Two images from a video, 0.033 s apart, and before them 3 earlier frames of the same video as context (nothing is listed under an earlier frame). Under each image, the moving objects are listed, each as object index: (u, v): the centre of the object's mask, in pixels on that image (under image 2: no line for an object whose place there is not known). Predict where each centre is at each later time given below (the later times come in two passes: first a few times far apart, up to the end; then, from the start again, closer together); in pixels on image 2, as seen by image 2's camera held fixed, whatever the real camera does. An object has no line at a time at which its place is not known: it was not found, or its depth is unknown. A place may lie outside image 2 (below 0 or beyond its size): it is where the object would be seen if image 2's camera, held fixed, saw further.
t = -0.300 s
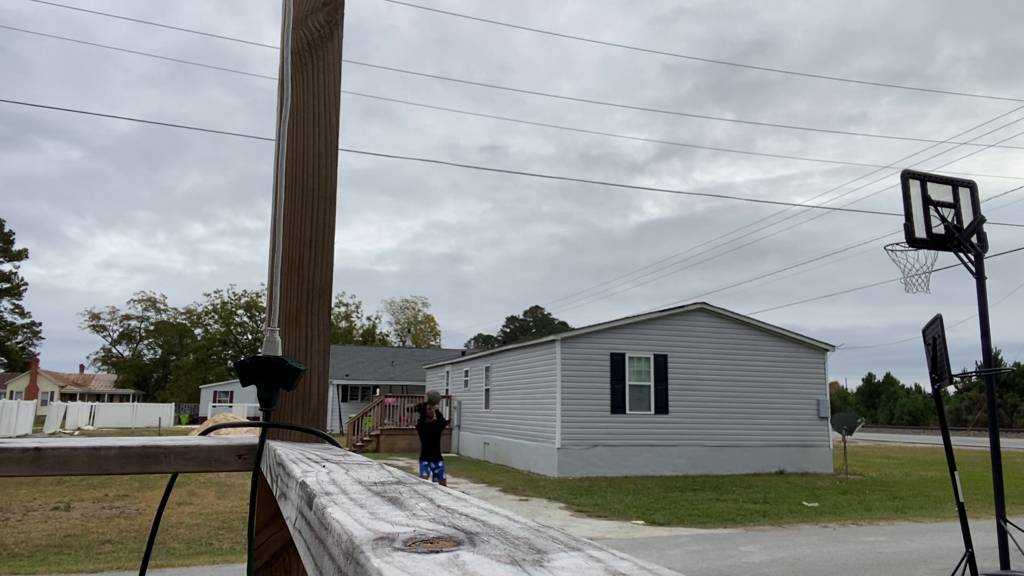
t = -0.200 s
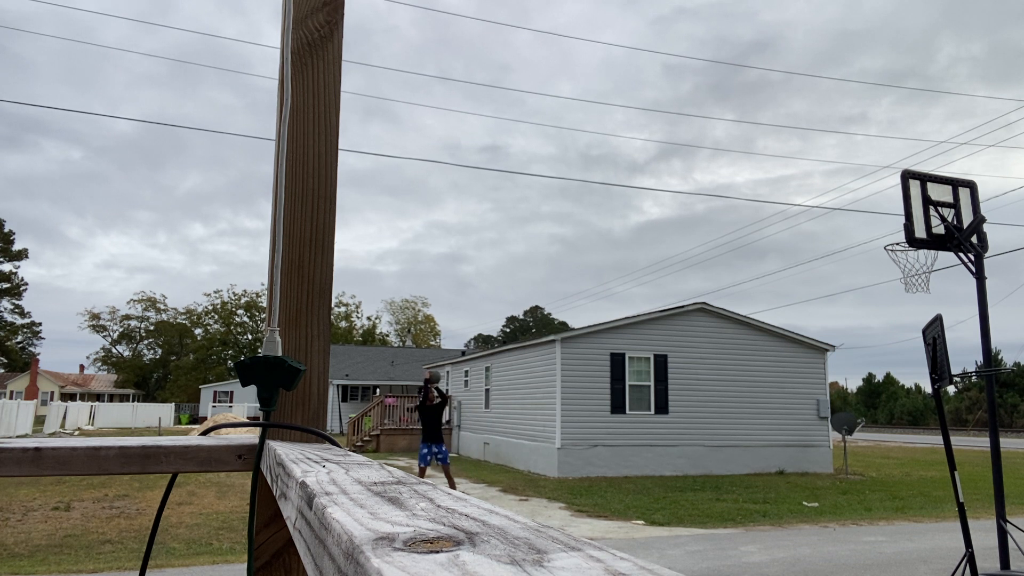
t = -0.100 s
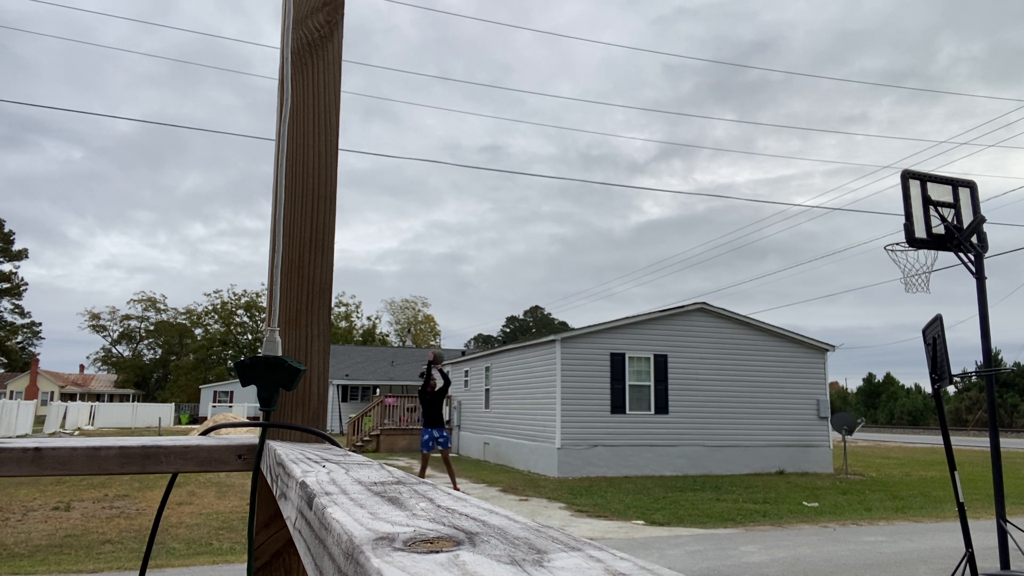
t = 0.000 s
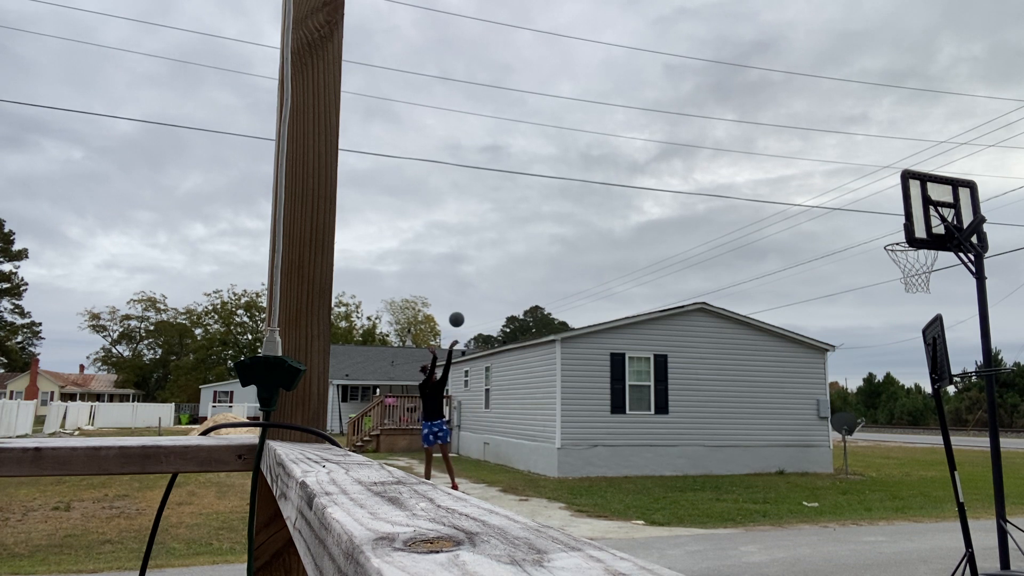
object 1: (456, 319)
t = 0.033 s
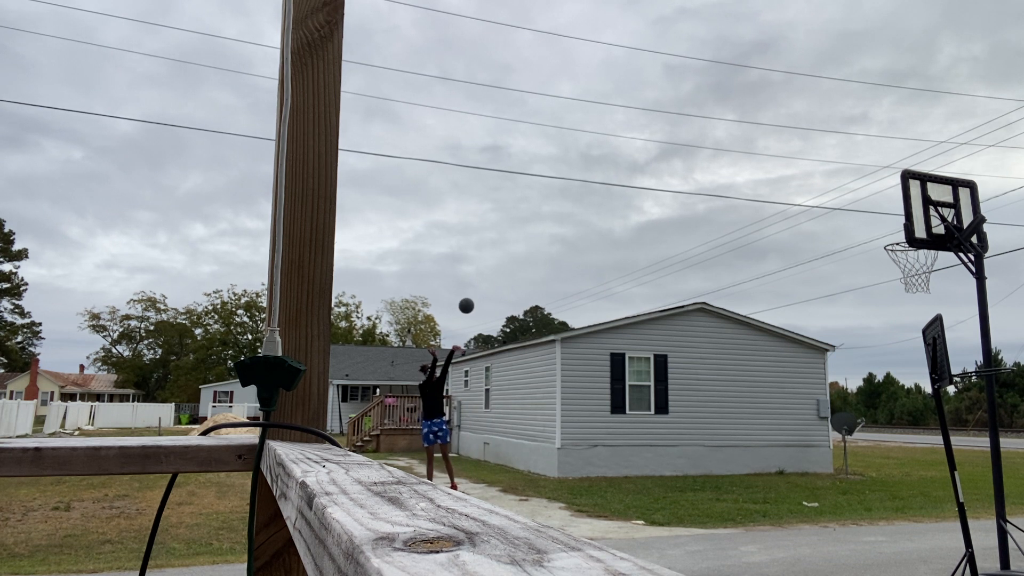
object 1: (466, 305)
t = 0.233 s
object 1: (527, 235)
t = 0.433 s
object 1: (595, 187)
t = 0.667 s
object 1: (684, 164)
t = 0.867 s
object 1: (776, 177)
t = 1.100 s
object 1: (901, 243)
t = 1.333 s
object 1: (951, 273)
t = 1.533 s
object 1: (966, 325)
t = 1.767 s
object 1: (984, 438)
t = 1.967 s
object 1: (1016, 555)
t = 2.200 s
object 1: (975, 438)
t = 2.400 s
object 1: (954, 396)
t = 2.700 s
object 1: (924, 409)
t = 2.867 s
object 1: (915, 455)
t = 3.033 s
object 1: (908, 528)
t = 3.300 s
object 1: (887, 473)
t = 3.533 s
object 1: (872, 448)
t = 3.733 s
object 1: (863, 469)
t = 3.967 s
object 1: (855, 541)
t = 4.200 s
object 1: (842, 485)
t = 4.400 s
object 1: (832, 478)
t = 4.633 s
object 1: (825, 515)
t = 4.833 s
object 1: (815, 507)
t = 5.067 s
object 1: (802, 493)
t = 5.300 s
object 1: (792, 526)
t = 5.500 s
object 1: (781, 502)
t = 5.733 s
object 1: (770, 508)
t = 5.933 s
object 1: (760, 513)
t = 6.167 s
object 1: (745, 507)
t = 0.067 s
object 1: (476, 292)
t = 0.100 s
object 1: (486, 279)
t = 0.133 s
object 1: (496, 267)
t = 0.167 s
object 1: (506, 256)
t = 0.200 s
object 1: (516, 245)
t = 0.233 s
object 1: (527, 235)
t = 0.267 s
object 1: (538, 225)
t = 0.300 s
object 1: (549, 217)
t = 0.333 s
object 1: (560, 208)
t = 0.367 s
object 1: (571, 201)
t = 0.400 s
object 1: (583, 194)
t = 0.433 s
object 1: (595, 187)
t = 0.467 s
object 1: (607, 182)
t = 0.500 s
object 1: (619, 177)
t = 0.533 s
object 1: (631, 173)
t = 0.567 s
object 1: (644, 169)
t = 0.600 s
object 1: (657, 167)
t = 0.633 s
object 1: (670, 165)
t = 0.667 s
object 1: (684, 164)
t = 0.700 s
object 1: (699, 164)
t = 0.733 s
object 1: (713, 164)
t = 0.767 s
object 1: (728, 166)
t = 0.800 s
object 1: (744, 169)
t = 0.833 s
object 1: (760, 172)
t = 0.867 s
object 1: (776, 177)
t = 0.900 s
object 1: (792, 182)
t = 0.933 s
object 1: (810, 189)
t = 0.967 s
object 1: (828, 197)
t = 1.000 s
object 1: (846, 206)
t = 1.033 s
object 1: (865, 217)
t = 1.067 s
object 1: (885, 229)
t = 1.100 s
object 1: (901, 243)
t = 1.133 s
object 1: (927, 259)
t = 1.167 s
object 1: (939, 263)
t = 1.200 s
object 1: (942, 262)
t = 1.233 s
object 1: (944, 263)
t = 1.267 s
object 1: (946, 265)
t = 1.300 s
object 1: (949, 269)
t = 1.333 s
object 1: (951, 273)
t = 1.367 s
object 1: (953, 279)
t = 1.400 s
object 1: (956, 286)
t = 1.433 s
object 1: (959, 293)
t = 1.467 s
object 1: (961, 302)
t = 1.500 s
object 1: (964, 313)
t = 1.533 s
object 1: (966, 325)
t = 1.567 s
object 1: (969, 337)
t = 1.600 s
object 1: (971, 351)
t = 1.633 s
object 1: (972, 363)
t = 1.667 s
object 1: (977, 386)
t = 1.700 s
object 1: (979, 400)
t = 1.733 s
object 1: (981, 418)
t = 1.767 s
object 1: (984, 438)
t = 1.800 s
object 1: (987, 460)
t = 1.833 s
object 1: (1008, 483)
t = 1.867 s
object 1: (1011, 508)
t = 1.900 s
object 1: (1015, 534)
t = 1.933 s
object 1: (1016, 558)
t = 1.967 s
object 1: (1016, 555)
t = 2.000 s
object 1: (993, 531)
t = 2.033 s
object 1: (996, 514)
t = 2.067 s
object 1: (988, 495)
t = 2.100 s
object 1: (985, 479)
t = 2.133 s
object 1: (981, 464)
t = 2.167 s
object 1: (978, 451)
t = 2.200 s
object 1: (975, 438)
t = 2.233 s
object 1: (971, 428)
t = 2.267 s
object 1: (967, 418)
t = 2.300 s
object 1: (963, 411)
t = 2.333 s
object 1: (959, 404)
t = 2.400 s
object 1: (954, 396)
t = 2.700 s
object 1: (924, 409)
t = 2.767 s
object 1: (921, 424)
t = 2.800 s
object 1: (919, 433)
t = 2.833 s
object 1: (917, 443)
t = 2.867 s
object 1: (915, 455)
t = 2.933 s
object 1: (912, 481)
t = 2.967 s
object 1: (910, 496)
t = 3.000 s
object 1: (909, 512)
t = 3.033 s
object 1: (908, 528)
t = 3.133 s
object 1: (901, 526)
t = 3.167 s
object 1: (898, 513)
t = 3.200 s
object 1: (895, 501)
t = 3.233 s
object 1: (892, 491)
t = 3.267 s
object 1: (890, 481)
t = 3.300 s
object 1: (887, 473)
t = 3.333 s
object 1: (885, 466)
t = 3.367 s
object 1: (883, 461)
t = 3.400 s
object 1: (880, 456)
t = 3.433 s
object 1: (878, 452)
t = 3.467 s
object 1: (876, 450)
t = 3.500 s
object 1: (874, 449)
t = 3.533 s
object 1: (872, 448)
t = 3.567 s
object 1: (871, 449)
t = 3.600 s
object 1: (869, 451)
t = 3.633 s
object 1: (867, 454)
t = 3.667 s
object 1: (866, 458)
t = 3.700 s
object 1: (865, 463)
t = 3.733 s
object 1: (863, 469)
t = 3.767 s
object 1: (861, 476)
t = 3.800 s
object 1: (860, 484)
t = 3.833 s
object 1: (859, 493)
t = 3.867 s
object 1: (858, 503)
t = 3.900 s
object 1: (857, 515)
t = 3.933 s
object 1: (856, 528)
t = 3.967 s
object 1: (855, 541)
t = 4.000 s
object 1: (853, 533)
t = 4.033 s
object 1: (851, 522)
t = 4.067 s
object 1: (849, 513)
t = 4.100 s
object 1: (847, 504)
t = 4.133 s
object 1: (845, 496)
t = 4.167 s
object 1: (843, 490)
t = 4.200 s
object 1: (842, 485)
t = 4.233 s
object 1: (840, 482)
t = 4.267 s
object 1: (838, 479)
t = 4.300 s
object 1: (837, 477)
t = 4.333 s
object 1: (835, 476)
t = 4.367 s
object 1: (834, 477)
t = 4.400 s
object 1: (832, 478)
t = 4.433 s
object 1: (831, 480)
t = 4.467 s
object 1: (830, 484)
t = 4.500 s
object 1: (829, 487)
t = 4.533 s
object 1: (827, 493)
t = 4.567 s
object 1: (827, 499)
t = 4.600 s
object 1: (825, 506)
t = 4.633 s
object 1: (825, 515)
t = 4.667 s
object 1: (824, 524)
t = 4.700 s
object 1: (824, 534)
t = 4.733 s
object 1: (822, 529)
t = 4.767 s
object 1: (819, 521)
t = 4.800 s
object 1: (817, 514)
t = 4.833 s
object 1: (815, 507)
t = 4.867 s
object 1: (813, 502)
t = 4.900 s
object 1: (811, 498)
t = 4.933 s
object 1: (809, 495)
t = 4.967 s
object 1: (807, 493)
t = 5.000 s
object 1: (805, 492)
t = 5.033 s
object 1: (804, 492)
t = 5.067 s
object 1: (802, 493)
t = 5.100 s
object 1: (800, 494)
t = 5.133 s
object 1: (799, 497)
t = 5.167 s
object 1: (797, 501)
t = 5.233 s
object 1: (795, 512)
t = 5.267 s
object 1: (793, 519)
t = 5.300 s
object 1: (792, 526)
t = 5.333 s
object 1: (791, 528)
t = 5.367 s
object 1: (788, 521)
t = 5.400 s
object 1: (786, 515)
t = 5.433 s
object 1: (784, 510)
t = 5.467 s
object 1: (783, 506)
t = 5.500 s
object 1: (781, 502)
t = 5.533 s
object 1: (779, 501)
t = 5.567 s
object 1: (777, 499)
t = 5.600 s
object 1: (776, 499)
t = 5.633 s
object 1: (774, 500)
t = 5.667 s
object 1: (773, 502)
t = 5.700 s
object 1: (771, 504)
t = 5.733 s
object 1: (770, 508)
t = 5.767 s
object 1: (769, 512)
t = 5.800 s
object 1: (767, 518)
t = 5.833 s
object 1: (766, 524)
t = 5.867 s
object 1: (764, 524)
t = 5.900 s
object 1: (762, 518)
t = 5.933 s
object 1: (760, 513)
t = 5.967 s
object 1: (758, 510)
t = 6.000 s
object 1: (756, 507)
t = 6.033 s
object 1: (754, 505)
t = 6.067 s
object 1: (751, 504)
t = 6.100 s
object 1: (749, 504)
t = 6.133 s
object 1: (748, 505)
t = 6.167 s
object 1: (745, 507)
